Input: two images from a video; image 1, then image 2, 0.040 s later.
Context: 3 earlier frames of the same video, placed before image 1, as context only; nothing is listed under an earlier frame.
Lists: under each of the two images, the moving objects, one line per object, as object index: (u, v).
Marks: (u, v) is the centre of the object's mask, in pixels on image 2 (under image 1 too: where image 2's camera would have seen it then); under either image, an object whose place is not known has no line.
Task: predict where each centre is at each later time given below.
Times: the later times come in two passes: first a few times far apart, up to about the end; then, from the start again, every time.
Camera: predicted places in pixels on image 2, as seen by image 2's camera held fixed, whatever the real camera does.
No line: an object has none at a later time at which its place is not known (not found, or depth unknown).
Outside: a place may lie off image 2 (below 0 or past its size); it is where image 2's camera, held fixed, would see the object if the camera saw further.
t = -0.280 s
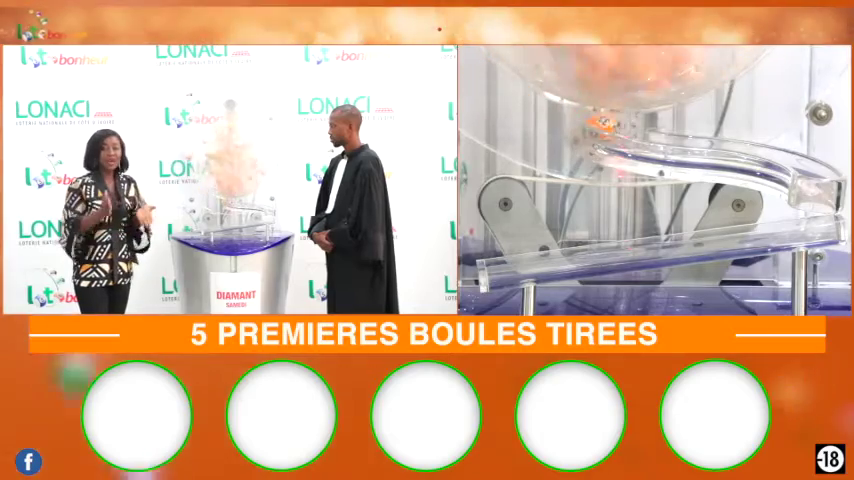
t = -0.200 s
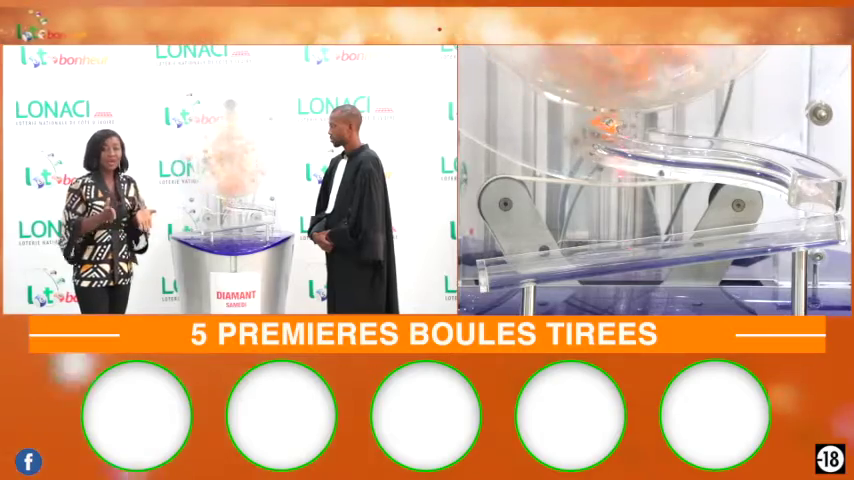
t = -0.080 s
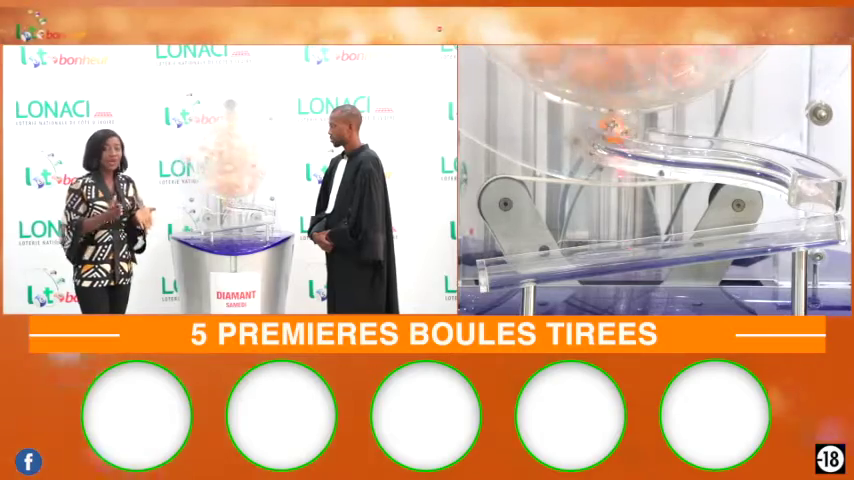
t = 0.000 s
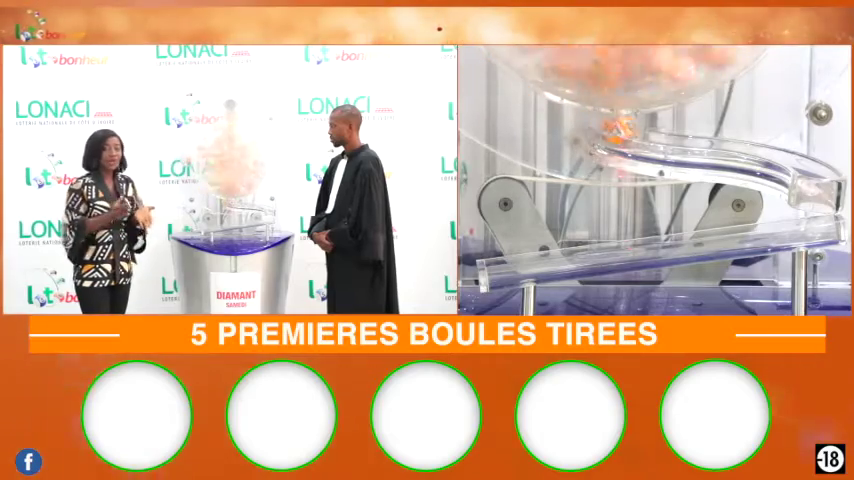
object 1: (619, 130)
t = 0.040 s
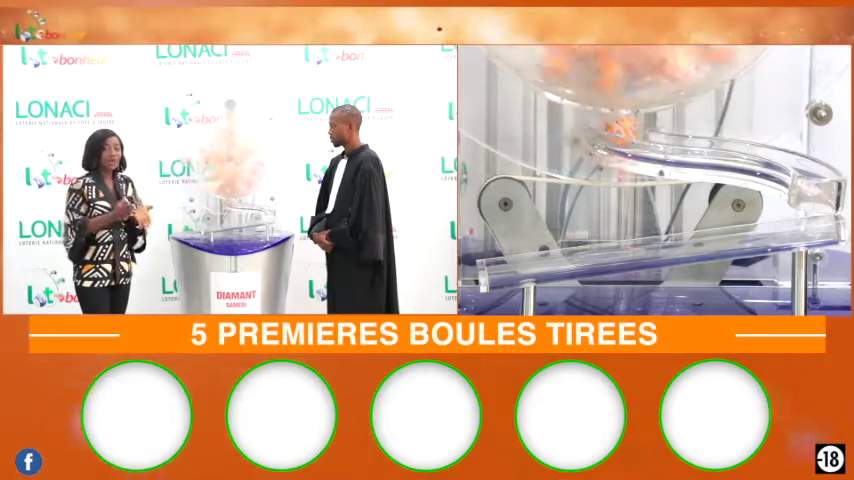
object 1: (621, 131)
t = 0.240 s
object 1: (623, 136)
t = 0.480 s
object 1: (672, 145)
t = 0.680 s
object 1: (726, 151)
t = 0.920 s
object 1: (806, 172)
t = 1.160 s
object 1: (812, 219)
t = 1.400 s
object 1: (799, 227)
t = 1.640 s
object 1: (766, 231)
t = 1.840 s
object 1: (712, 238)
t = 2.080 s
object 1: (614, 249)
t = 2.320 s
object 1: (516, 262)
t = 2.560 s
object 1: (545, 261)
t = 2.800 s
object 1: (522, 262)
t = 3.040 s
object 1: (511, 265)
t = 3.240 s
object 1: (503, 266)
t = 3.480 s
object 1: (502, 267)
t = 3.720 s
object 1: (502, 267)
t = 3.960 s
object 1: (502, 267)
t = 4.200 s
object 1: (502, 267)
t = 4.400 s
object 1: (502, 267)
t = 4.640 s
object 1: (502, 267)
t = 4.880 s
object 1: (502, 267)
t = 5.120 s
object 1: (502, 267)
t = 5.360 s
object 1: (502, 267)
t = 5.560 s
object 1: (502, 267)
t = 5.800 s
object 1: (502, 267)
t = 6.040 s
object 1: (502, 267)
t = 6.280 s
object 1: (502, 267)
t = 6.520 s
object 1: (502, 267)
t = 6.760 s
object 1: (502, 267)
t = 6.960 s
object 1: (502, 267)
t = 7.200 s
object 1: (502, 267)
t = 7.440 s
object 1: (502, 267)
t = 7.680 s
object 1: (502, 267)
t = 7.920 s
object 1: (502, 267)
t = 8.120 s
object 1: (502, 267)
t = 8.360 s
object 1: (502, 267)
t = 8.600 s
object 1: (502, 267)
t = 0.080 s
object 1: (625, 130)
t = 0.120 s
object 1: (623, 133)
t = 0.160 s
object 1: (623, 134)
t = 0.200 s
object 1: (622, 135)
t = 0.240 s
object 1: (623, 136)
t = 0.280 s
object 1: (626, 137)
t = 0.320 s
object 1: (635, 138)
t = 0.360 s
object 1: (644, 140)
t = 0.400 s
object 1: (652, 141)
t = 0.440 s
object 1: (662, 143)
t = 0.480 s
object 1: (672, 145)
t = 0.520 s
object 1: (681, 146)
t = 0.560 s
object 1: (693, 146)
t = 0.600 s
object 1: (705, 149)
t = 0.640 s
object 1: (717, 148)
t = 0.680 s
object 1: (726, 151)
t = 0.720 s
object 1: (741, 154)
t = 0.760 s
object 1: (752, 156)
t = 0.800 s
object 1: (767, 158)
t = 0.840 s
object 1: (780, 161)
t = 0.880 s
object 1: (791, 164)
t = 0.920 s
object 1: (806, 172)
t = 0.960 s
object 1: (814, 177)
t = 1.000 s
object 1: (818, 183)
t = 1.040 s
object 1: (816, 187)
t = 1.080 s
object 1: (816, 193)
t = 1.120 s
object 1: (817, 201)
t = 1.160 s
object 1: (812, 219)
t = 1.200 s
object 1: (806, 223)
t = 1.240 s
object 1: (805, 226)
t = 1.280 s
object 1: (805, 225)
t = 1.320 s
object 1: (804, 226)
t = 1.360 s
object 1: (801, 226)
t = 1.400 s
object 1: (799, 227)
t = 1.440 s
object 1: (796, 227)
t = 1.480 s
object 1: (791, 227)
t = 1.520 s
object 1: (786, 228)
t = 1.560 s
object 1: (779, 229)
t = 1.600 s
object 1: (775, 229)
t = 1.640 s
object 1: (766, 231)
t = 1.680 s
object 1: (757, 232)
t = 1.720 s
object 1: (747, 232)
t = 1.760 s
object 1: (737, 233)
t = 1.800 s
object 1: (725, 235)
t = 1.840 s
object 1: (712, 238)
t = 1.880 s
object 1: (699, 240)
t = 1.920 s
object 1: (683, 241)
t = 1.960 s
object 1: (667, 243)
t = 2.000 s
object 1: (651, 245)
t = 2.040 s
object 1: (635, 247)
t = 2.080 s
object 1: (614, 249)
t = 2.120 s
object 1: (595, 253)
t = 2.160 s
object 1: (574, 255)
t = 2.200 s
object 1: (553, 257)
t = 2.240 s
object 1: (530, 261)
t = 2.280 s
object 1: (508, 263)
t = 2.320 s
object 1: (516, 262)
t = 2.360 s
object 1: (529, 261)
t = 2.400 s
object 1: (535, 261)
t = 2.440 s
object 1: (540, 261)
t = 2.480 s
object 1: (542, 261)
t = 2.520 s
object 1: (544, 261)
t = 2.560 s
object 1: (545, 261)
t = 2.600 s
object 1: (544, 261)
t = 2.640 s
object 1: (543, 261)
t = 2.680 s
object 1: (539, 261)
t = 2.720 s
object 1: (535, 262)
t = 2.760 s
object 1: (529, 260)
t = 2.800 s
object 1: (522, 262)
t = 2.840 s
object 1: (513, 265)
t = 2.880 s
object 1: (504, 265)
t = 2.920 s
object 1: (507, 265)
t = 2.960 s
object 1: (509, 265)
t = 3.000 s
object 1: (511, 265)
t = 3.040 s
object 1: (511, 265)
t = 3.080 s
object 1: (512, 265)
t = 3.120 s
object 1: (510, 265)
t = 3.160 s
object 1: (508, 265)
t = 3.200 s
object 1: (505, 266)
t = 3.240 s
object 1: (503, 266)
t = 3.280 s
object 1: (503, 266)
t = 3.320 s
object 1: (503, 266)
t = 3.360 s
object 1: (503, 266)
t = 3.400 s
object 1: (502, 267)
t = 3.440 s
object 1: (502, 267)
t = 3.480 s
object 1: (502, 267)
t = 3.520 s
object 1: (502, 267)
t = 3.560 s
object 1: (502, 267)
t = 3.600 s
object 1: (502, 267)
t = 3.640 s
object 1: (502, 267)
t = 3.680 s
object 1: (502, 267)
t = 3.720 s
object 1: (502, 267)
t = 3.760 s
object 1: (502, 267)
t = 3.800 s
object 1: (502, 267)
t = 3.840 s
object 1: (502, 267)
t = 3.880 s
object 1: (502, 267)
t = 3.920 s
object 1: (502, 266)
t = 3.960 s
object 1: (502, 267)
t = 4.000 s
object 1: (502, 267)
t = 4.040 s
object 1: (502, 267)
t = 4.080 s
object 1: (502, 267)
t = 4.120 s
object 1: (502, 267)
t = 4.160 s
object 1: (502, 267)
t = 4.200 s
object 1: (502, 267)
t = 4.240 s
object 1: (502, 267)
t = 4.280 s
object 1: (502, 267)
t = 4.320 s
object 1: (502, 267)
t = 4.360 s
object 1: (502, 267)
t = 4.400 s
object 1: (502, 267)
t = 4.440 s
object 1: (502, 267)
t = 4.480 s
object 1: (502, 267)
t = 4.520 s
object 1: (502, 267)
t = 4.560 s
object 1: (502, 267)
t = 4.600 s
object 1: (502, 267)
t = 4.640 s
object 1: (502, 267)
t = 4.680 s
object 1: (502, 267)
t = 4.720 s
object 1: (502, 267)
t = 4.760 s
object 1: (502, 267)
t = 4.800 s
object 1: (502, 267)
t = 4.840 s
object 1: (502, 267)
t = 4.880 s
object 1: (502, 267)
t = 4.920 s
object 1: (502, 267)
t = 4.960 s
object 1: (502, 267)
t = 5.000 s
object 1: (502, 267)
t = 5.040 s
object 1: (502, 267)
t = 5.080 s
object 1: (502, 267)
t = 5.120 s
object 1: (502, 267)
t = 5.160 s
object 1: (502, 267)
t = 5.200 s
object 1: (502, 267)
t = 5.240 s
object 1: (502, 267)
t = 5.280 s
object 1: (502, 267)
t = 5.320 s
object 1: (502, 267)
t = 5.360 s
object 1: (502, 267)
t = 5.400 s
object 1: (502, 267)
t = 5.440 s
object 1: (502, 267)
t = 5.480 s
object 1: (502, 267)
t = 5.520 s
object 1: (502, 267)
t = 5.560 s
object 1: (502, 267)
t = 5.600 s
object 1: (502, 267)
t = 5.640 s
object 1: (502, 267)
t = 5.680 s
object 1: (502, 267)
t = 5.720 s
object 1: (502, 267)
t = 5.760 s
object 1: (502, 267)
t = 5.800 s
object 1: (502, 267)
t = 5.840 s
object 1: (502, 267)
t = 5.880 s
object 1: (502, 267)
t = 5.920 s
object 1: (502, 267)
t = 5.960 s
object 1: (502, 267)
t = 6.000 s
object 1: (502, 267)
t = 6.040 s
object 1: (502, 267)
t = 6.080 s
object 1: (502, 267)
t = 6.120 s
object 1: (502, 267)
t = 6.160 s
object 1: (502, 267)
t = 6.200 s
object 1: (502, 267)
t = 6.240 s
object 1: (502, 267)
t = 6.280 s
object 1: (502, 267)
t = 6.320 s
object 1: (502, 267)
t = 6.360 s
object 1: (502, 267)
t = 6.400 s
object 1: (502, 267)
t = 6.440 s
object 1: (502, 267)
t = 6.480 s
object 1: (502, 267)
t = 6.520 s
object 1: (502, 267)
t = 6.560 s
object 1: (502, 267)
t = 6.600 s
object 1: (502, 267)
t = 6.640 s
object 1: (502, 267)
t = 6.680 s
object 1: (502, 267)
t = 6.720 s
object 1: (502, 267)
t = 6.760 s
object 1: (502, 267)
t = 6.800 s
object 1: (502, 267)
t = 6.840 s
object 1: (502, 267)
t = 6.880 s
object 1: (502, 267)
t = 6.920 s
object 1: (502, 267)
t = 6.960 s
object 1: (502, 267)
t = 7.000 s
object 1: (502, 267)
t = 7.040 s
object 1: (502, 267)
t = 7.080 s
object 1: (502, 267)
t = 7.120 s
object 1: (502, 267)
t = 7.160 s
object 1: (502, 267)
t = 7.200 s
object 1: (502, 267)
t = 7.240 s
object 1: (502, 267)
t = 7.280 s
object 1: (502, 267)
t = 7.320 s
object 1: (502, 267)
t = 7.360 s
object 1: (502, 267)
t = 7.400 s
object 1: (502, 267)
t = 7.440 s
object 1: (502, 267)
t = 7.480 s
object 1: (502, 267)
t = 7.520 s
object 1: (502, 267)
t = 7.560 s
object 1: (502, 267)
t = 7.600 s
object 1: (502, 267)
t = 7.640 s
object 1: (502, 267)
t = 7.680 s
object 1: (502, 267)
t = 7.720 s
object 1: (502, 267)
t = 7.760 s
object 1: (502, 267)
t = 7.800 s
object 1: (502, 267)
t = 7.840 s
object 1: (502, 267)
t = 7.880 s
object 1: (502, 267)
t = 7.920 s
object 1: (502, 267)
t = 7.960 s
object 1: (502, 267)
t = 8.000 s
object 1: (502, 267)
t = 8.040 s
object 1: (502, 267)
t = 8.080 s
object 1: (502, 267)
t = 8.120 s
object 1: (502, 267)
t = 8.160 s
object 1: (502, 267)
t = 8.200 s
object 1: (502, 267)
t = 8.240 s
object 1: (502, 267)
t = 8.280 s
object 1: (502, 267)
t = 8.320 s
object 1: (502, 267)
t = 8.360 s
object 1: (502, 267)
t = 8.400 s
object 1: (502, 267)
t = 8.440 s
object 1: (502, 267)
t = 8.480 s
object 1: (502, 267)
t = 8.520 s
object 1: (502, 267)
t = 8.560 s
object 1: (502, 267)
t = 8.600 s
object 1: (502, 267)
